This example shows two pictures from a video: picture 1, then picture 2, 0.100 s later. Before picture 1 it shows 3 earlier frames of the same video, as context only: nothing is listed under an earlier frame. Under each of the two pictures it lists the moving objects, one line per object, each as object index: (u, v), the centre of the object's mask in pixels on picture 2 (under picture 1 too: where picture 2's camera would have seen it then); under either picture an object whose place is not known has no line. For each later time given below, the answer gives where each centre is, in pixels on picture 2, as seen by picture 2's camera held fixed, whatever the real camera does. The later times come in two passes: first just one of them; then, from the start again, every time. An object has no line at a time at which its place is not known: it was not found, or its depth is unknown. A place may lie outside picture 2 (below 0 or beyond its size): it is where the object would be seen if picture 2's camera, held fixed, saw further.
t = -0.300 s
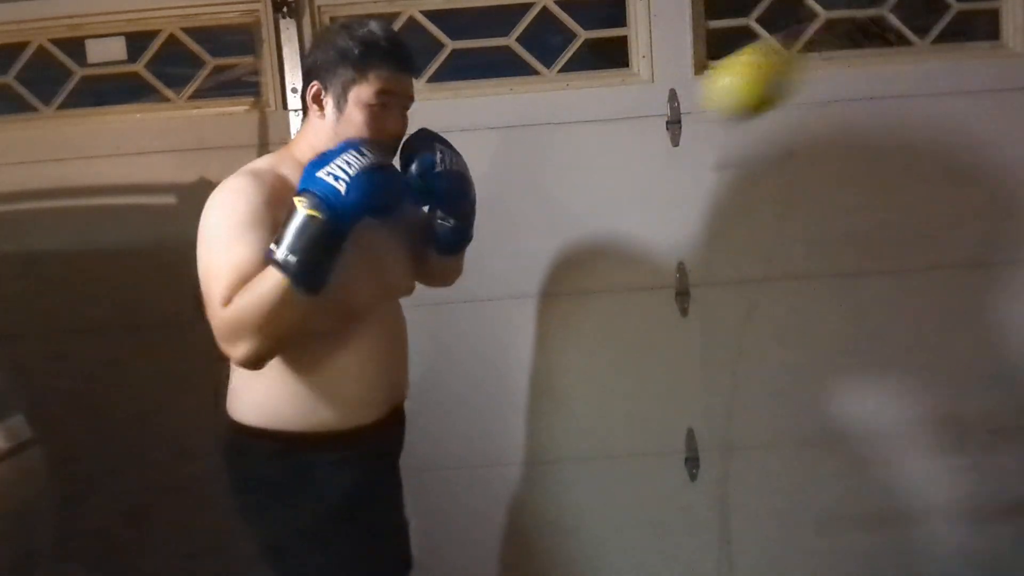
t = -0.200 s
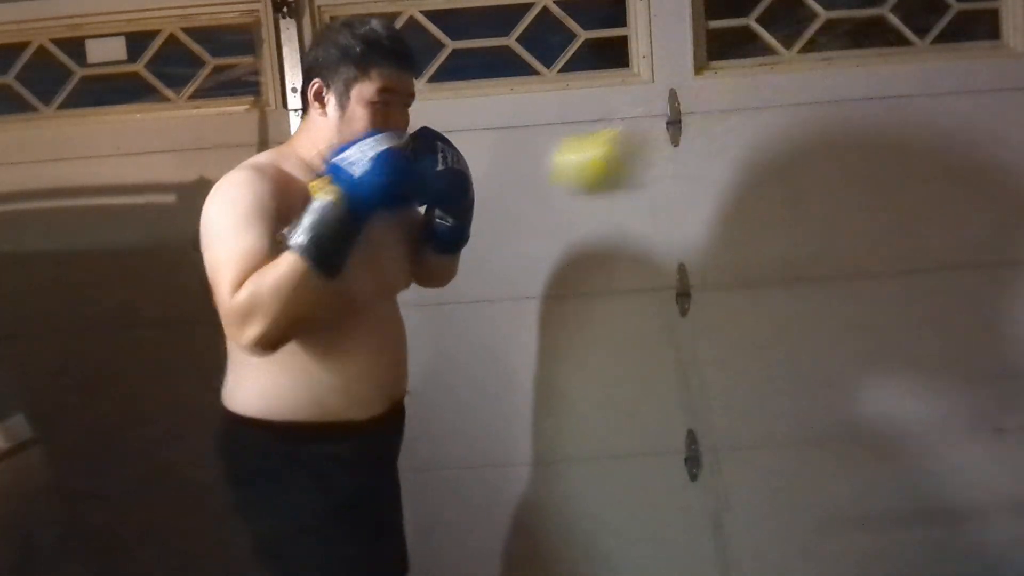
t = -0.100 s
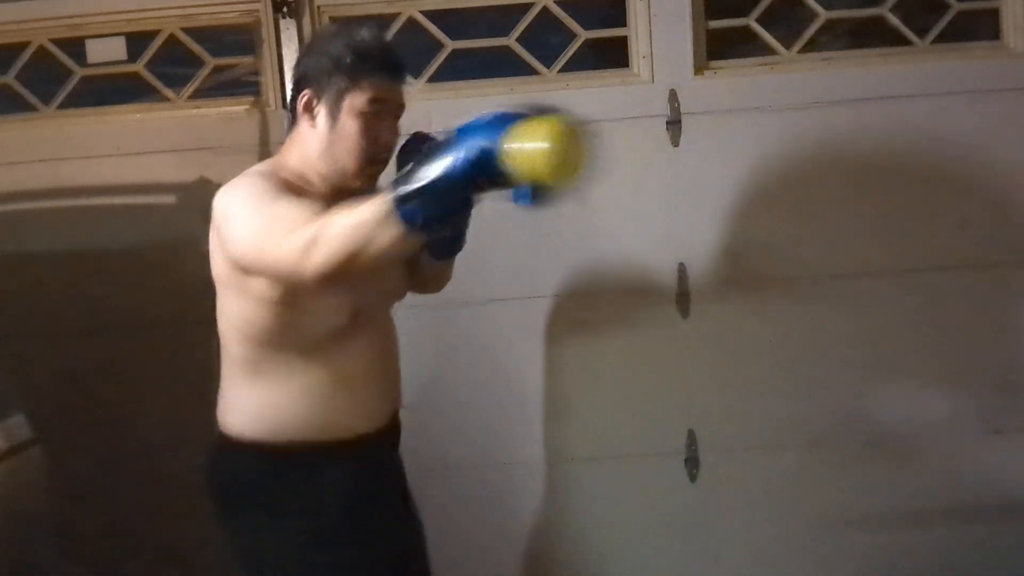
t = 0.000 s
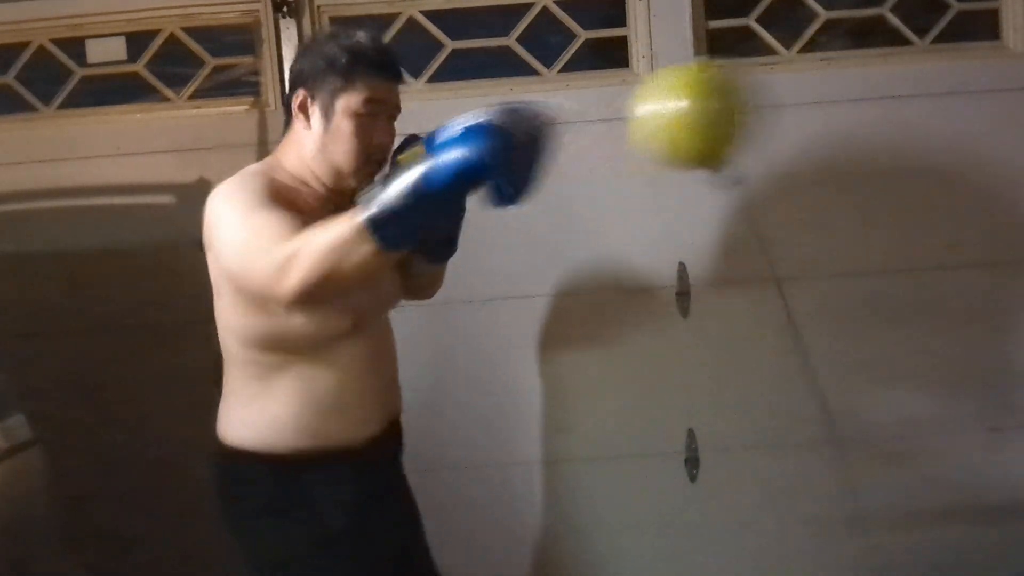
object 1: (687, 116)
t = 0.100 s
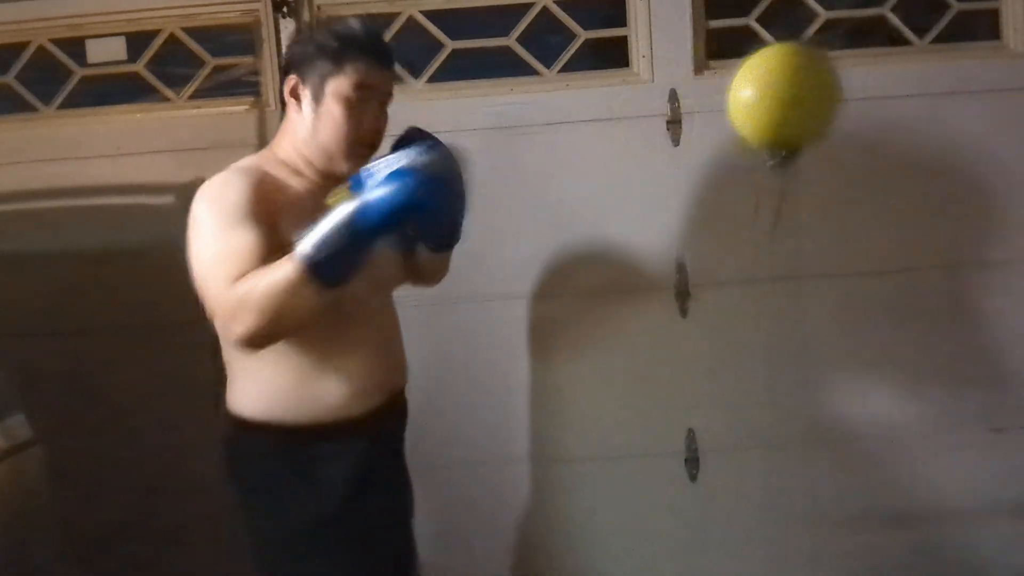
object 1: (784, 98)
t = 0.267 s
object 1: (692, 124)
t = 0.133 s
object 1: (764, 89)
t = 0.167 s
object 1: (746, 88)
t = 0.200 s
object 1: (739, 87)
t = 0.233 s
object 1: (718, 99)
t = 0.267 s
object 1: (692, 124)
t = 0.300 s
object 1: (673, 146)
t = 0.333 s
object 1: (655, 154)
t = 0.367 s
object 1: (634, 155)
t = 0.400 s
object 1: (613, 142)
